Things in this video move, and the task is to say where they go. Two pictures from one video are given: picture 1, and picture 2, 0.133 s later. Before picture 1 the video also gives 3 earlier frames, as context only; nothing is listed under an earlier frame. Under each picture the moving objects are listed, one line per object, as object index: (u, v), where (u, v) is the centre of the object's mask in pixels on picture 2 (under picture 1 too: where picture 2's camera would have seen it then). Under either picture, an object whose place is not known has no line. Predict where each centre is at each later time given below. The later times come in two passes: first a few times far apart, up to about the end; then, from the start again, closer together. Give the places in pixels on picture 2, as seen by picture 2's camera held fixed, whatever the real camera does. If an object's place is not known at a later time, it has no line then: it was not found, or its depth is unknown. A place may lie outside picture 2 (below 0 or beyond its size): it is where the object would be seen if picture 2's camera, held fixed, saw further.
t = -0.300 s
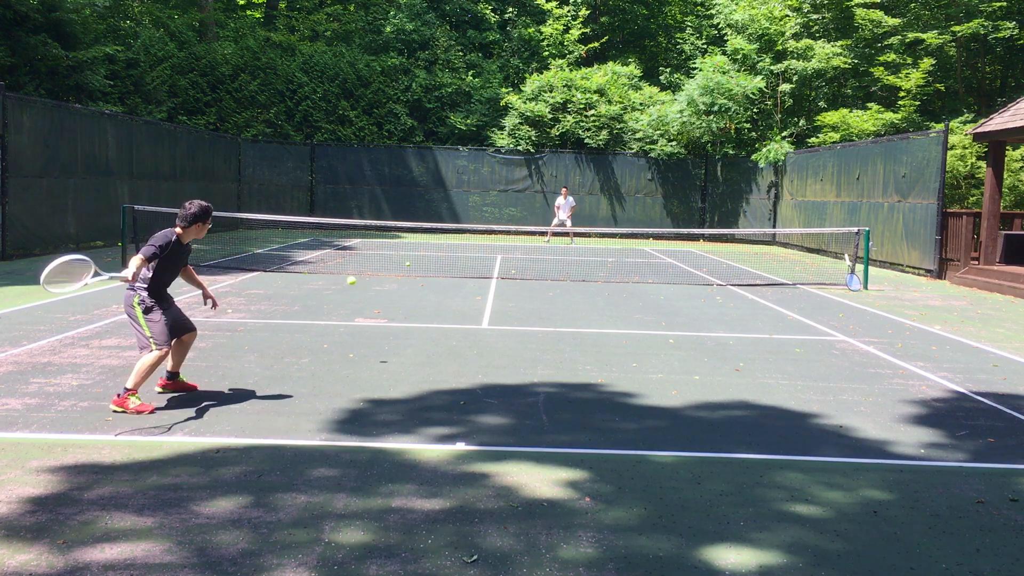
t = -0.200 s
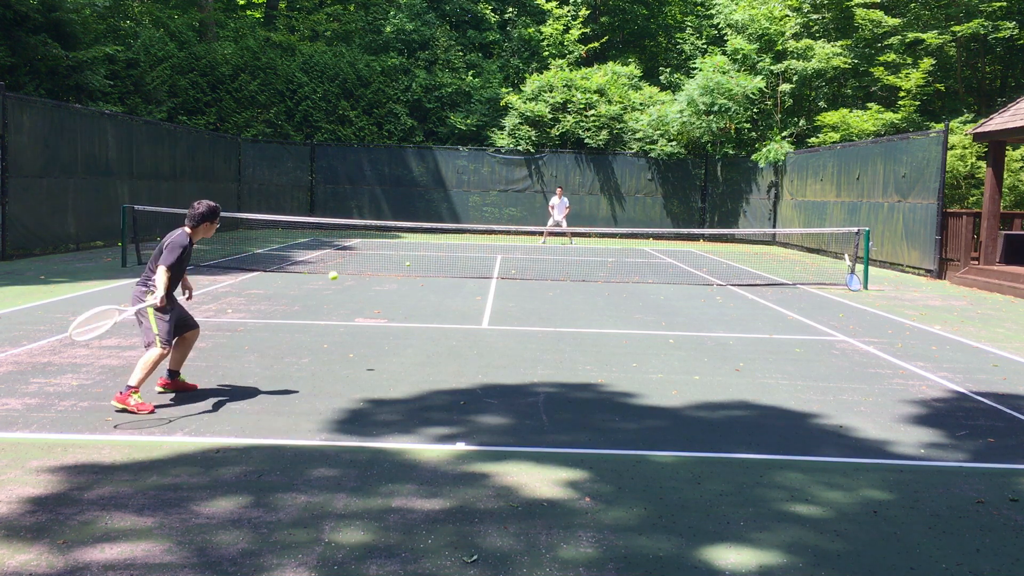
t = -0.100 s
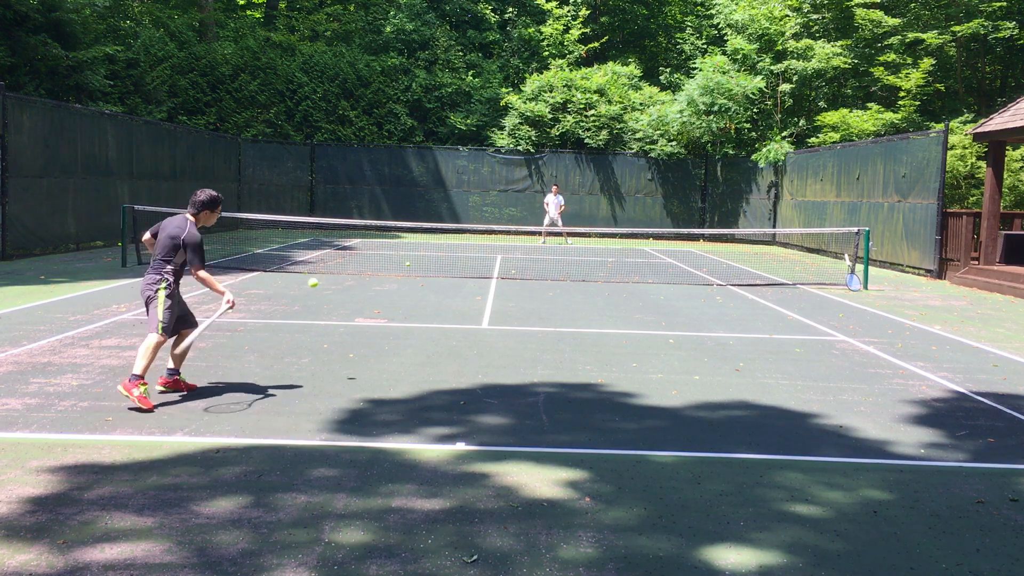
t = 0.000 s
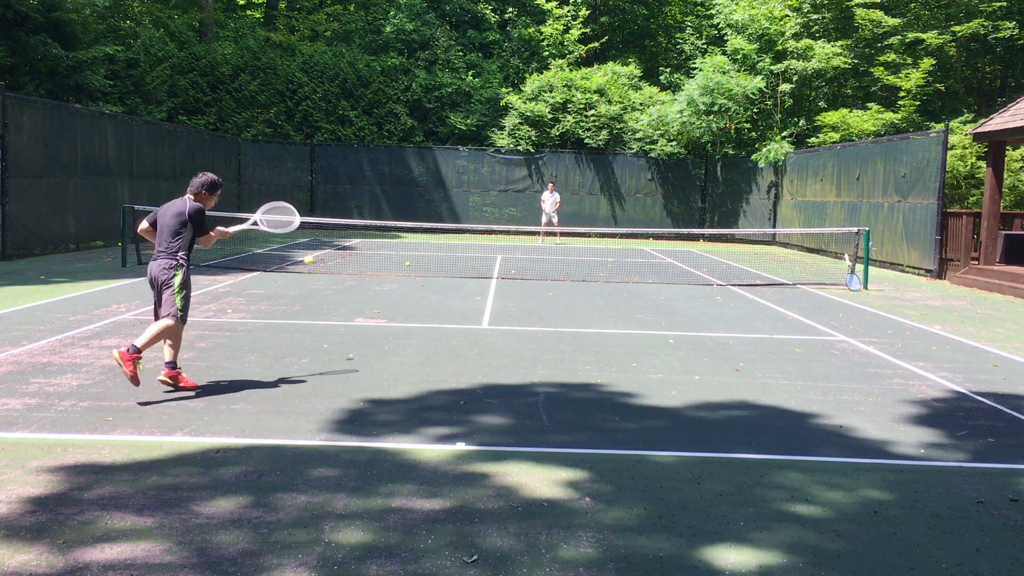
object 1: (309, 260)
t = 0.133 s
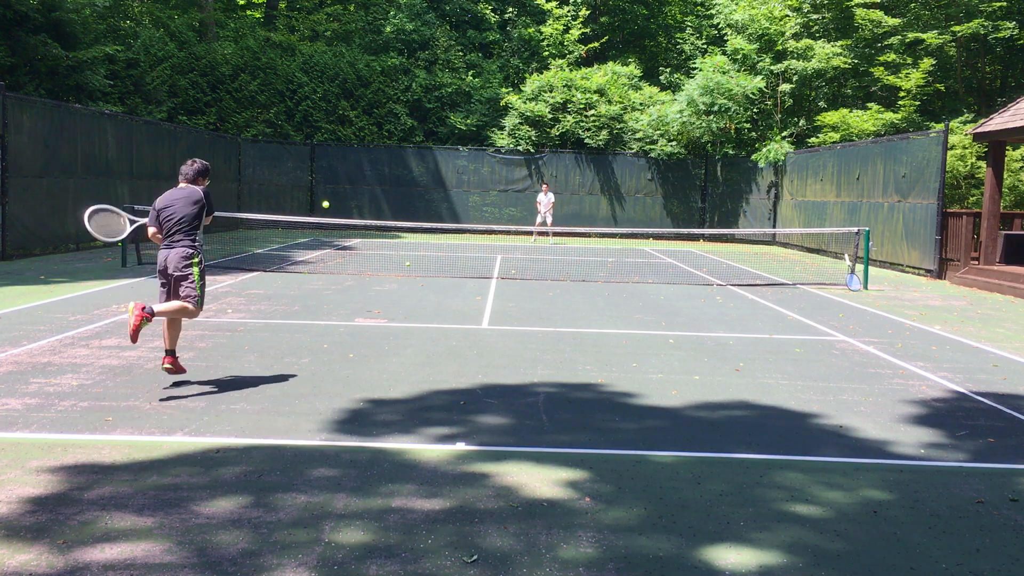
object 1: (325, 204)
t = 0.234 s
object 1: (332, 191)
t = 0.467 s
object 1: (340, 199)
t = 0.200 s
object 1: (330, 194)
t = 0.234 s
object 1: (332, 191)
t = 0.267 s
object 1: (334, 190)
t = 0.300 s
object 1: (335, 190)
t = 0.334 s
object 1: (336, 190)
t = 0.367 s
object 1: (337, 191)
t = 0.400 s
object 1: (338, 194)
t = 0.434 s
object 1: (339, 196)
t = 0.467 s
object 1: (340, 199)
